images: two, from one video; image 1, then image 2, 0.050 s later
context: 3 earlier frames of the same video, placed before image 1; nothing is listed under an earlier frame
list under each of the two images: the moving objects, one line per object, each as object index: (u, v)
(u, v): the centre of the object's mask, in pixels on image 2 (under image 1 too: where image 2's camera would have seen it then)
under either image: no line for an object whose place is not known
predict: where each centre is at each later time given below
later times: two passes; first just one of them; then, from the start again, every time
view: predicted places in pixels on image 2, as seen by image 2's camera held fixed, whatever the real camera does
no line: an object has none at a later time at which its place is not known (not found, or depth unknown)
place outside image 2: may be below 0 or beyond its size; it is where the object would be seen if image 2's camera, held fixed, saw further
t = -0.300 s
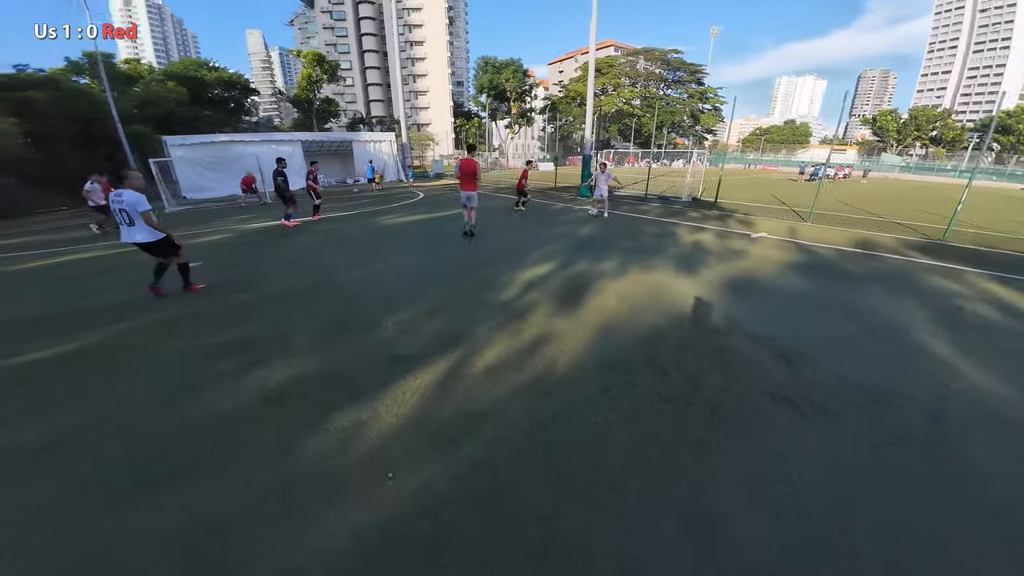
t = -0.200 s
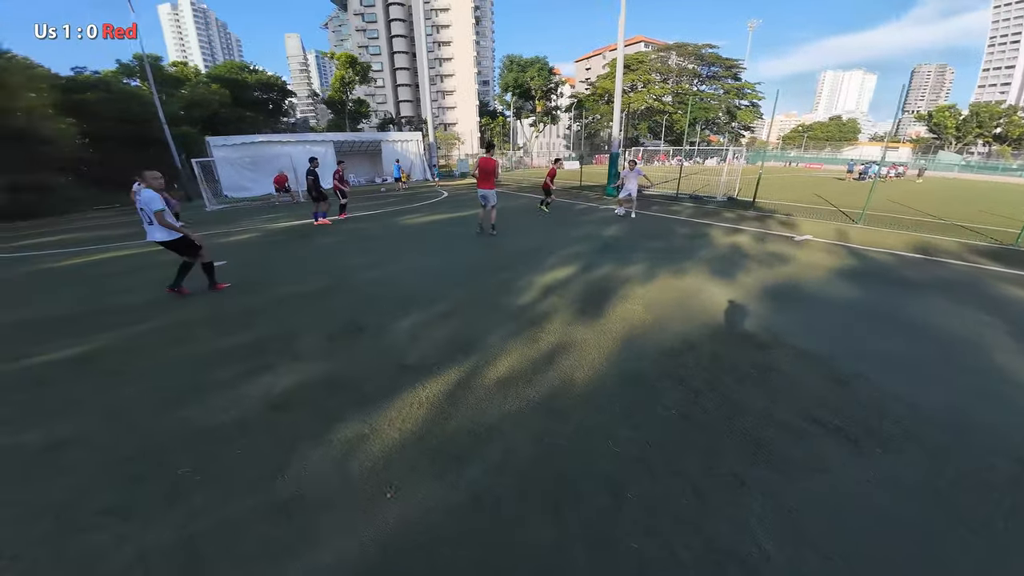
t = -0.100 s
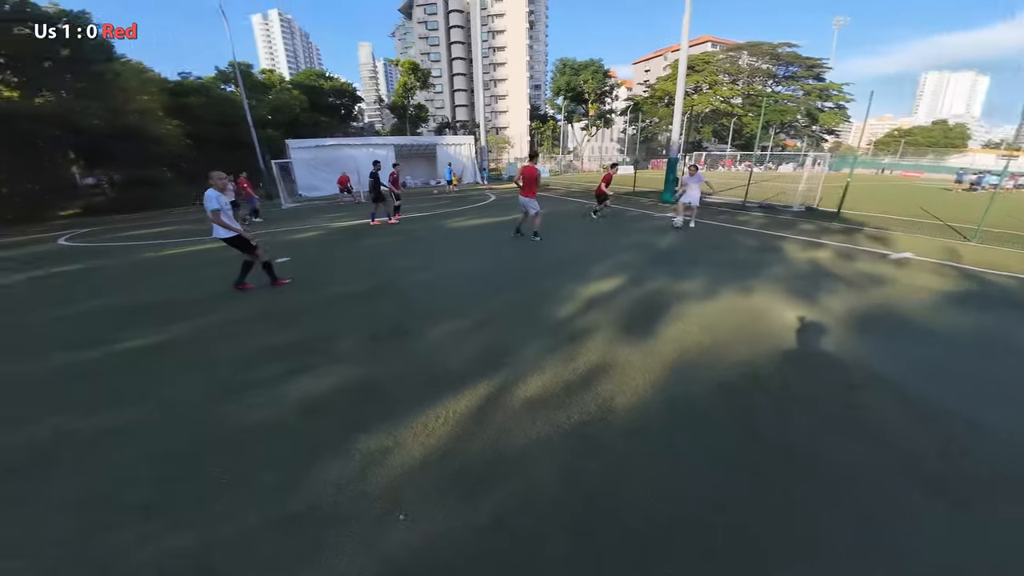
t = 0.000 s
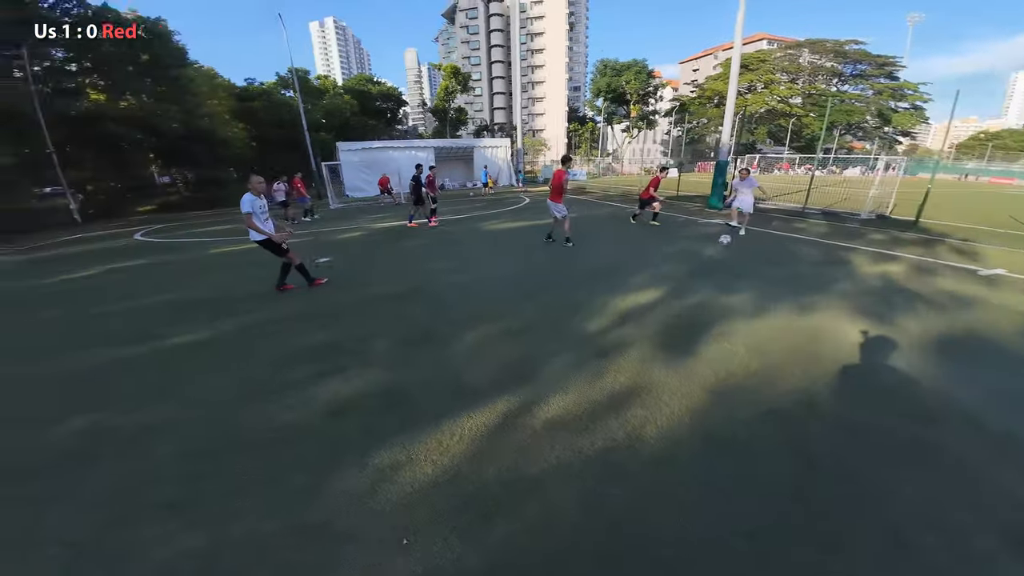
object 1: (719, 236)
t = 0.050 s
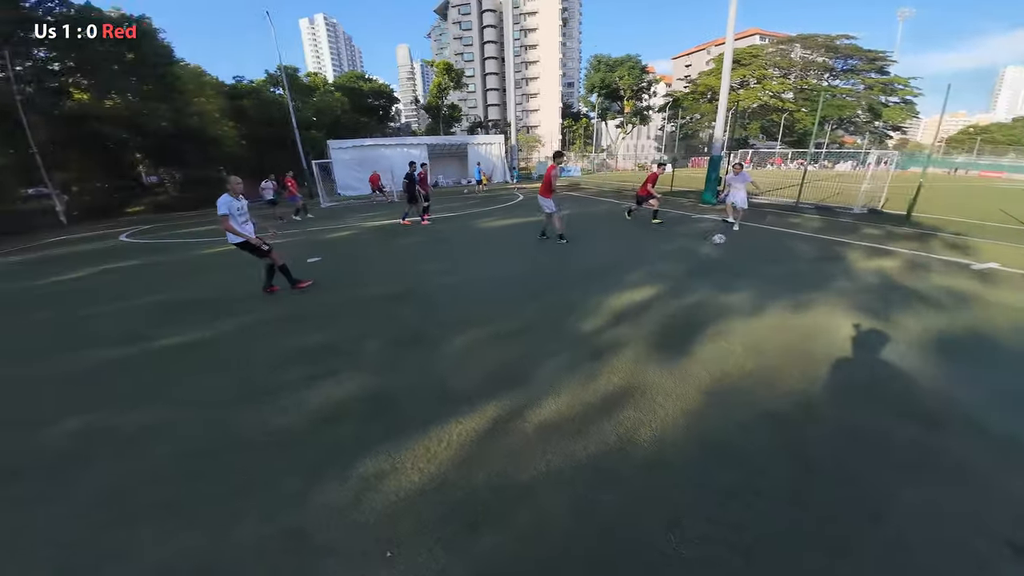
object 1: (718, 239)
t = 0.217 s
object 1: (719, 256)
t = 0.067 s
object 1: (718, 240)
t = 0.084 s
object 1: (719, 242)
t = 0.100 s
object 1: (718, 244)
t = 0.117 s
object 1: (719, 246)
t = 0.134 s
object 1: (719, 247)
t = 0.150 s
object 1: (718, 248)
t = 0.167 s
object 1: (719, 250)
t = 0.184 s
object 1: (719, 251)
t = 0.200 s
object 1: (719, 253)
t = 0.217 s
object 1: (719, 256)
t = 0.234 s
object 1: (719, 258)
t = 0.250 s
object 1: (719, 260)
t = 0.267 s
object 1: (719, 262)
